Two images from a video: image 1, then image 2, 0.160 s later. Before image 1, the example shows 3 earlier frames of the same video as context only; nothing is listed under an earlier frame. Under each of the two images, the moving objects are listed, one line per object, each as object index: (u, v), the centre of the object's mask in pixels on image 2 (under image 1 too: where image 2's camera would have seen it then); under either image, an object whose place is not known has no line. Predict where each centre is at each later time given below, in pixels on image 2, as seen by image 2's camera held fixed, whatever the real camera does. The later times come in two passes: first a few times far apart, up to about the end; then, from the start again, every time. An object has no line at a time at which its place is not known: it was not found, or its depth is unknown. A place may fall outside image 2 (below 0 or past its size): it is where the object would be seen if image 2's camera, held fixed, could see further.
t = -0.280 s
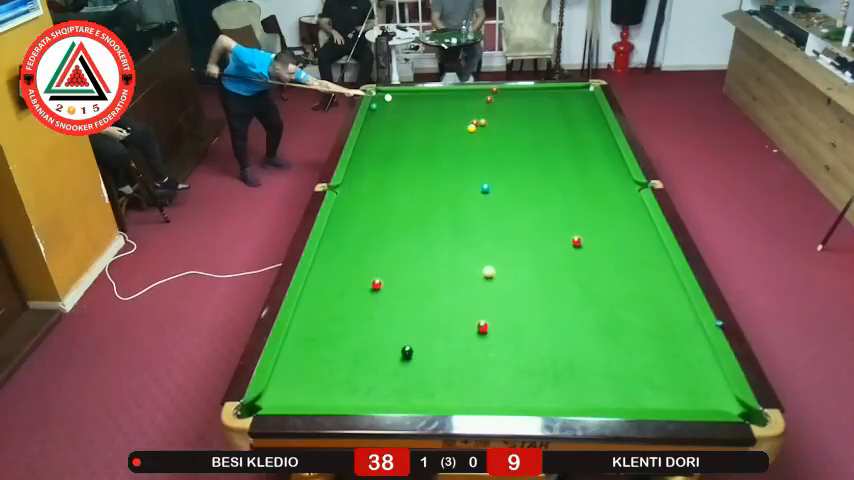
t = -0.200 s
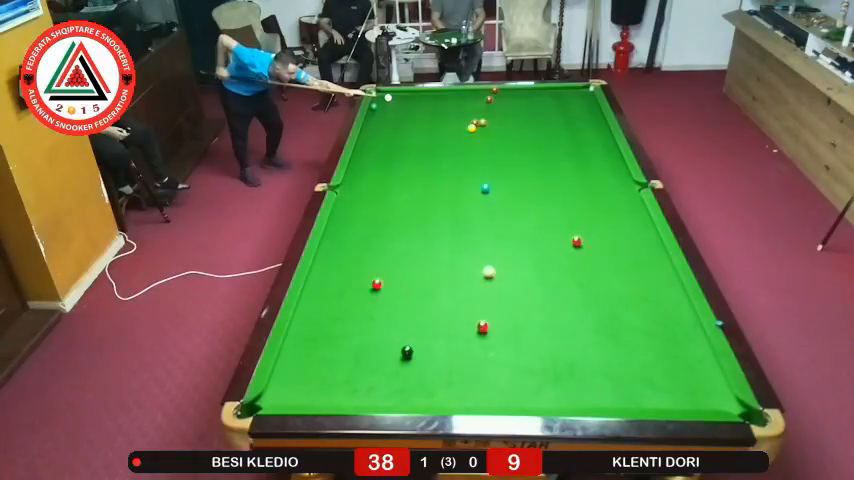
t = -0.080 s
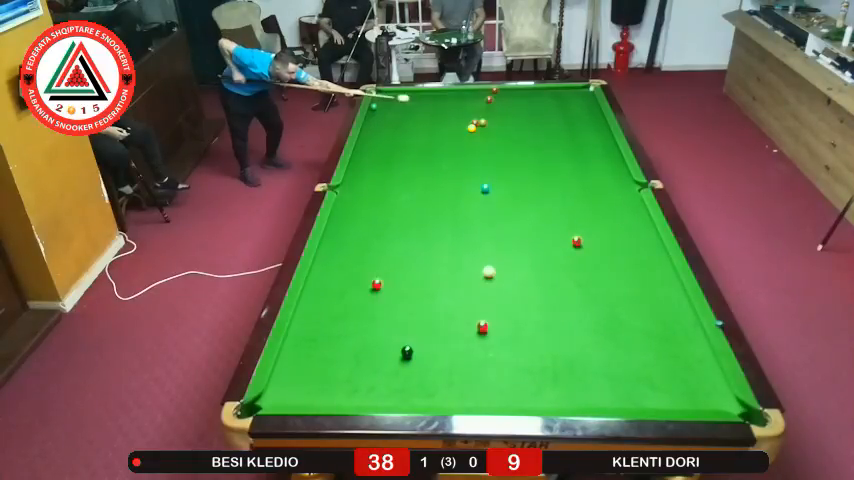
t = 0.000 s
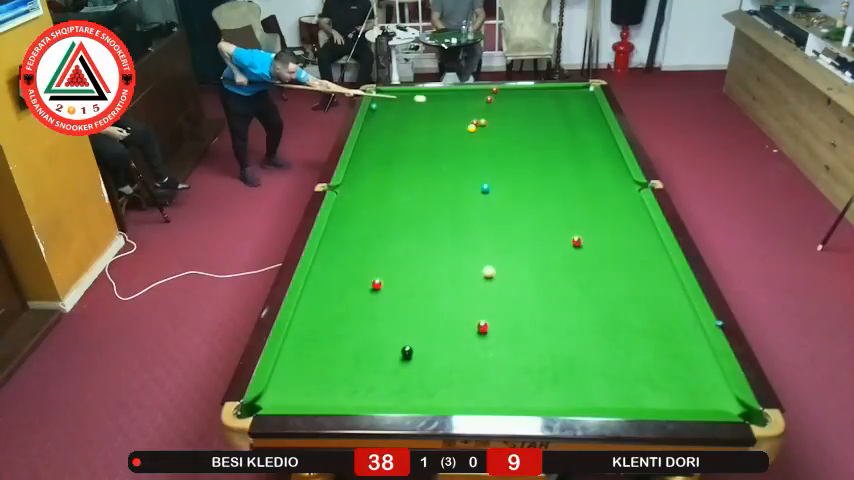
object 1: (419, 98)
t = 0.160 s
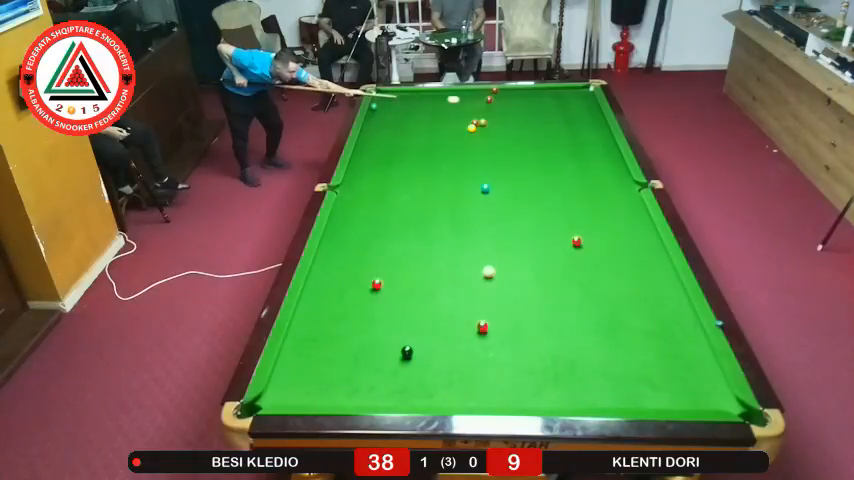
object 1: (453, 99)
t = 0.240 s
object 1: (470, 99)
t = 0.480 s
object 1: (494, 104)
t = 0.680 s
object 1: (510, 109)
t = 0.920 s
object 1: (530, 115)
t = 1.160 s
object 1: (549, 120)
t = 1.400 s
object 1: (570, 126)
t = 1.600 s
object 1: (586, 131)
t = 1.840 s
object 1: (607, 136)
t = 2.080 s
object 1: (601, 141)
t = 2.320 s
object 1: (591, 145)
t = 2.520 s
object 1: (583, 148)
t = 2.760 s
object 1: (573, 152)
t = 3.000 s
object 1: (564, 155)
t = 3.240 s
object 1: (555, 159)
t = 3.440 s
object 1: (548, 161)
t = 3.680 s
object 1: (540, 164)
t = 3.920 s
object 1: (533, 167)
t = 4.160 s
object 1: (526, 169)
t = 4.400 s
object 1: (519, 171)
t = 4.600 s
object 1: (515, 172)
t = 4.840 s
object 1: (510, 174)
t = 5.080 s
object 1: (505, 175)
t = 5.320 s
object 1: (502, 176)
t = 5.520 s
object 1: (499, 177)
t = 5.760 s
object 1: (497, 178)
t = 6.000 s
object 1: (495, 178)
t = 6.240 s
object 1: (494, 178)
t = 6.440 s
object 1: (494, 178)
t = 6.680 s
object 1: (494, 178)
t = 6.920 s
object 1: (494, 178)
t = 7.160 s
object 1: (494, 178)
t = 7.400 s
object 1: (494, 178)
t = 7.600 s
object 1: (494, 178)
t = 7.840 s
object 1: (494, 178)
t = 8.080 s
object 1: (493, 178)
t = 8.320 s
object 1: (494, 178)
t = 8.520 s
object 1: (493, 178)
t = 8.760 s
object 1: (494, 178)
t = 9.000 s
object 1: (494, 178)
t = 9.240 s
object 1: (494, 178)
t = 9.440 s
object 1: (494, 178)
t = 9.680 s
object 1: (494, 178)
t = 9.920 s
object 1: (494, 178)
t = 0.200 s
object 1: (461, 99)
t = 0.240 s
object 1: (470, 99)
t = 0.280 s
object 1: (478, 100)
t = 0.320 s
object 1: (483, 100)
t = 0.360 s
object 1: (485, 101)
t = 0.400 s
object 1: (488, 102)
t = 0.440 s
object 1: (490, 103)
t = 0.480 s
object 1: (494, 104)
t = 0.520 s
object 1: (497, 105)
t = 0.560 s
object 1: (500, 106)
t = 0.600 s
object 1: (504, 107)
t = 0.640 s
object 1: (507, 108)
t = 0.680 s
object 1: (510, 109)
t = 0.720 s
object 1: (513, 110)
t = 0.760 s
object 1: (516, 111)
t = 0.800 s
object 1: (520, 112)
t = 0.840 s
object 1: (523, 113)
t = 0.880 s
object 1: (526, 114)
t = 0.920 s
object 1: (530, 115)
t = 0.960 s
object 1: (533, 116)
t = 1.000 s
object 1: (536, 117)
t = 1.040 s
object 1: (540, 117)
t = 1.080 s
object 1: (543, 119)
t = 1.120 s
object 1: (546, 119)
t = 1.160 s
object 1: (549, 120)
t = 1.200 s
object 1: (553, 121)
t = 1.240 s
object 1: (556, 122)
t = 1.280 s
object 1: (559, 123)
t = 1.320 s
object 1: (563, 124)
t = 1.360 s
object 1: (566, 125)
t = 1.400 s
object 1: (570, 126)
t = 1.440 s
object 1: (573, 127)
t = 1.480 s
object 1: (576, 128)
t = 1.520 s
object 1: (580, 129)
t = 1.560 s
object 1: (583, 130)
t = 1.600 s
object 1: (586, 131)
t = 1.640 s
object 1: (590, 132)
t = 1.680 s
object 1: (593, 132)
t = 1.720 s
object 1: (597, 133)
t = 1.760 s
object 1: (600, 134)
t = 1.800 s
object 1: (603, 135)
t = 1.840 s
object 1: (607, 136)
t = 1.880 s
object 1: (610, 137)
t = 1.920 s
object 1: (608, 138)
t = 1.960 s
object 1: (607, 139)
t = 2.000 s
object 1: (605, 139)
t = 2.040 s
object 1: (603, 140)
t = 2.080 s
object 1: (601, 141)
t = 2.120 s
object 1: (600, 142)
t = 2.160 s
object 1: (598, 142)
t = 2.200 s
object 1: (596, 143)
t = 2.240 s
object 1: (594, 144)
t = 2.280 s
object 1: (593, 144)
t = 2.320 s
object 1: (591, 145)
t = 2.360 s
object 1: (590, 146)
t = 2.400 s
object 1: (588, 146)
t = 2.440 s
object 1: (586, 147)
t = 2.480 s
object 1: (584, 148)
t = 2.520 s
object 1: (583, 148)
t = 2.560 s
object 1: (581, 149)
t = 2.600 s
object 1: (580, 150)
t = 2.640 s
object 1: (578, 150)
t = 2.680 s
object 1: (576, 151)
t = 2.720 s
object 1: (575, 151)
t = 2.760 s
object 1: (573, 152)
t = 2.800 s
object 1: (571, 153)
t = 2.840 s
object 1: (570, 153)
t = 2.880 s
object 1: (568, 154)
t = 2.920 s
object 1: (567, 154)
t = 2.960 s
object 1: (565, 155)
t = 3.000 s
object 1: (564, 155)
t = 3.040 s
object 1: (562, 156)
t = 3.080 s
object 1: (561, 157)
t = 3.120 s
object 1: (559, 157)
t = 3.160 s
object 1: (558, 158)
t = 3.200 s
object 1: (556, 158)
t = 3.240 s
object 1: (555, 159)
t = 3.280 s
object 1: (554, 159)
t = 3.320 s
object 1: (552, 160)
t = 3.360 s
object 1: (551, 160)
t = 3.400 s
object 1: (549, 161)
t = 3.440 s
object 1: (548, 161)
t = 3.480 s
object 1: (547, 162)
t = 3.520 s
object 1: (545, 162)
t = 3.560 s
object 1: (544, 163)
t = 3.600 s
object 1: (542, 163)
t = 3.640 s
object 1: (541, 164)
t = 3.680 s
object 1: (540, 164)
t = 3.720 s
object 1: (538, 165)
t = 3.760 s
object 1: (537, 165)
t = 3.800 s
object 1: (536, 165)
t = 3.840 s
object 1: (535, 166)
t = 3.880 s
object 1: (534, 166)
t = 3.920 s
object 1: (533, 167)
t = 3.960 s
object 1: (531, 167)
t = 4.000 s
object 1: (530, 167)
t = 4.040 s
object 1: (529, 168)
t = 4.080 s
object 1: (528, 168)
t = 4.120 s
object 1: (527, 169)
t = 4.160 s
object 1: (526, 169)
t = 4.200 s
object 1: (524, 169)
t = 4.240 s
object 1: (523, 170)
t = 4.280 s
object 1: (522, 170)
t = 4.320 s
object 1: (521, 170)
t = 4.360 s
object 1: (520, 171)
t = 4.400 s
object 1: (519, 171)
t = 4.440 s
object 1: (518, 171)
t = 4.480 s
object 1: (517, 171)
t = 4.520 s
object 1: (516, 172)
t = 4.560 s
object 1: (515, 172)
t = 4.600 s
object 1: (515, 172)
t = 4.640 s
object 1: (514, 172)
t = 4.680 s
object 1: (513, 173)
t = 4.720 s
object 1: (512, 173)
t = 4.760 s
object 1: (511, 173)
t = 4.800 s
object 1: (510, 174)
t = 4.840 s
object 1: (510, 174)
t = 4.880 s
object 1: (509, 174)
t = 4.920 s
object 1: (508, 174)
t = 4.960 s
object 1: (508, 175)
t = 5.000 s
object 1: (507, 175)
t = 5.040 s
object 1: (506, 175)
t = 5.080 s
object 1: (505, 175)
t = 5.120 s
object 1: (505, 175)
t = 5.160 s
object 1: (504, 176)
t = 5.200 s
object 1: (503, 176)
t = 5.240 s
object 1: (503, 176)
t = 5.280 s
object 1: (502, 176)
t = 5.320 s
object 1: (502, 176)
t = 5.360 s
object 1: (501, 176)
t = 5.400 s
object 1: (500, 177)
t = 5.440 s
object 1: (500, 177)
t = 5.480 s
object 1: (500, 177)
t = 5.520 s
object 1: (499, 177)
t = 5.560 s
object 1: (499, 177)
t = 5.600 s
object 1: (498, 177)
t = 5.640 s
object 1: (498, 177)
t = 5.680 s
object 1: (497, 177)
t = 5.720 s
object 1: (497, 178)
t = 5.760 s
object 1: (497, 178)
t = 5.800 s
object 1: (496, 178)
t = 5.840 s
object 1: (496, 178)
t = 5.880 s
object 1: (496, 178)
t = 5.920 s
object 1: (495, 178)
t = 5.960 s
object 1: (495, 178)
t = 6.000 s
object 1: (495, 178)
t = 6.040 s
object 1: (495, 178)
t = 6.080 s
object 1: (494, 178)
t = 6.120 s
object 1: (494, 178)
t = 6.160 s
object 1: (494, 178)
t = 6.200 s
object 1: (494, 178)
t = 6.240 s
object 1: (494, 178)
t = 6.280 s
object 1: (494, 178)
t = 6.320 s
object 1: (494, 178)
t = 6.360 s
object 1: (494, 178)
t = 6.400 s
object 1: (494, 178)
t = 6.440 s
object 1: (494, 178)
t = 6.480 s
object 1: (494, 178)
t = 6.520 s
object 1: (494, 178)
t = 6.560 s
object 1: (494, 178)
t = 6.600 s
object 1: (494, 178)
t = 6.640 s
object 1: (494, 178)
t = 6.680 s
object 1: (494, 178)
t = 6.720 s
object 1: (494, 178)
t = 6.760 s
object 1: (494, 178)
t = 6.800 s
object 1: (494, 178)
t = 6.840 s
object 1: (494, 178)
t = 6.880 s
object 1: (494, 178)
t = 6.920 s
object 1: (494, 178)
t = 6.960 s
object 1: (494, 178)
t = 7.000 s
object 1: (494, 178)
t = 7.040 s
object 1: (494, 178)
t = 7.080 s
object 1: (494, 178)
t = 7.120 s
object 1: (494, 178)
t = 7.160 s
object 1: (494, 178)
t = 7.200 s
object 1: (494, 178)
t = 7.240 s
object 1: (494, 178)
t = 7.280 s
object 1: (494, 178)
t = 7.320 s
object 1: (494, 178)
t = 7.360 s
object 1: (494, 178)
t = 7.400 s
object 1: (494, 178)
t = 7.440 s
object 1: (494, 178)
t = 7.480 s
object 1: (494, 178)
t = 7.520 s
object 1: (494, 178)
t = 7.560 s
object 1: (494, 178)
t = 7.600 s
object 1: (494, 178)
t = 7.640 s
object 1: (494, 178)
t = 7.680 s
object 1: (494, 178)
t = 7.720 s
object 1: (494, 178)
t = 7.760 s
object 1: (494, 178)
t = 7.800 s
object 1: (494, 178)
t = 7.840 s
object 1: (494, 178)
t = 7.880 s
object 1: (494, 178)
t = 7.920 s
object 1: (494, 178)
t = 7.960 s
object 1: (494, 178)
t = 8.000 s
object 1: (493, 178)
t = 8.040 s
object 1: (494, 178)
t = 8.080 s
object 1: (493, 178)
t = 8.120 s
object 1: (494, 178)
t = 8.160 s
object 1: (494, 178)
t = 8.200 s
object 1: (494, 178)
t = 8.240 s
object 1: (494, 178)
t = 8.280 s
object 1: (494, 178)
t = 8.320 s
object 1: (494, 178)
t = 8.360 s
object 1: (493, 178)
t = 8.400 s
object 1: (494, 178)
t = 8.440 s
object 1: (494, 178)
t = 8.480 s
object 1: (494, 178)
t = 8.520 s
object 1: (493, 178)
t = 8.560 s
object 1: (494, 178)
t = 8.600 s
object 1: (493, 178)
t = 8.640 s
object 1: (494, 178)
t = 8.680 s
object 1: (494, 178)
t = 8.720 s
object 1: (494, 178)
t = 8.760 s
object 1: (494, 178)
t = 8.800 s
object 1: (494, 178)
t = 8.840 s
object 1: (494, 178)
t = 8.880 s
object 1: (494, 178)
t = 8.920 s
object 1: (494, 178)
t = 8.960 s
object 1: (494, 178)
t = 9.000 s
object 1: (494, 178)
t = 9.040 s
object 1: (494, 178)
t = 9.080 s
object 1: (494, 178)
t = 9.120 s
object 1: (494, 178)
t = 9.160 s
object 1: (494, 178)
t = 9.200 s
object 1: (494, 178)
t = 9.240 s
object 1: (494, 178)
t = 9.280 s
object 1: (494, 178)
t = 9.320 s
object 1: (494, 178)
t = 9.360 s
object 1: (494, 178)
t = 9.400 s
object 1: (494, 178)
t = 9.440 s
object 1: (494, 178)
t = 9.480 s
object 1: (494, 178)
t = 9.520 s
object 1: (494, 178)
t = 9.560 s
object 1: (494, 178)
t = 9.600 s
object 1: (494, 178)
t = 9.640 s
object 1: (494, 178)
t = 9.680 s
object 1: (494, 178)
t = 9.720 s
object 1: (494, 178)
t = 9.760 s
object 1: (494, 178)
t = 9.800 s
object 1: (494, 178)
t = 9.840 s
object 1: (494, 178)
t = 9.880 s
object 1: (494, 178)
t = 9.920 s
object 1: (494, 178)
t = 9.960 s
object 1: (494, 178)
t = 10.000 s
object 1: (494, 178)
